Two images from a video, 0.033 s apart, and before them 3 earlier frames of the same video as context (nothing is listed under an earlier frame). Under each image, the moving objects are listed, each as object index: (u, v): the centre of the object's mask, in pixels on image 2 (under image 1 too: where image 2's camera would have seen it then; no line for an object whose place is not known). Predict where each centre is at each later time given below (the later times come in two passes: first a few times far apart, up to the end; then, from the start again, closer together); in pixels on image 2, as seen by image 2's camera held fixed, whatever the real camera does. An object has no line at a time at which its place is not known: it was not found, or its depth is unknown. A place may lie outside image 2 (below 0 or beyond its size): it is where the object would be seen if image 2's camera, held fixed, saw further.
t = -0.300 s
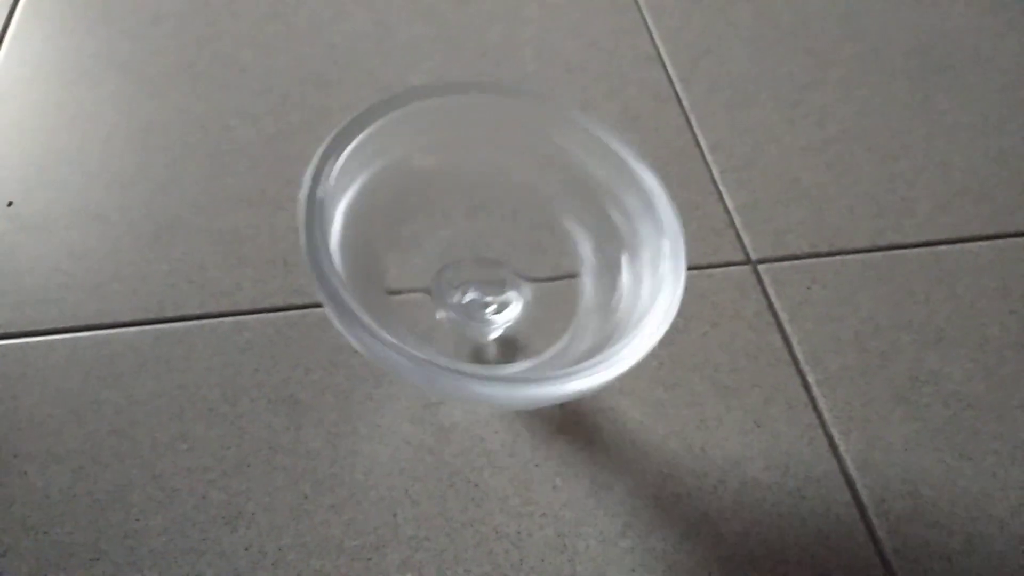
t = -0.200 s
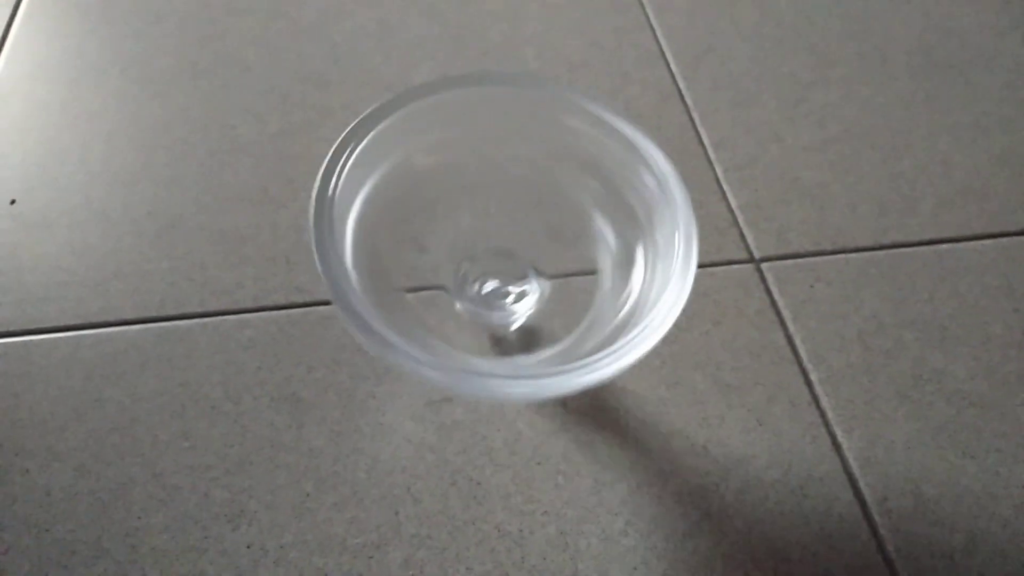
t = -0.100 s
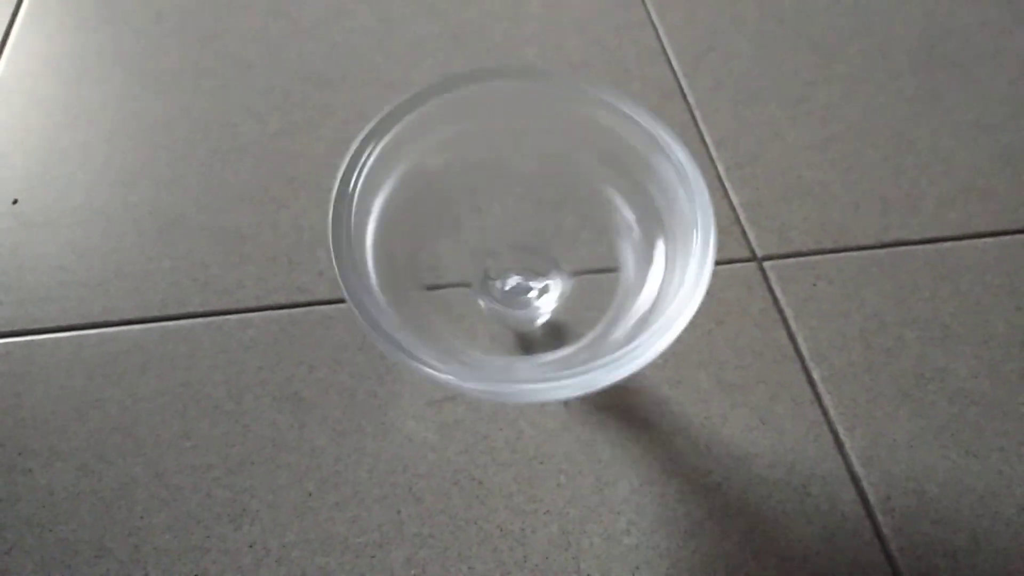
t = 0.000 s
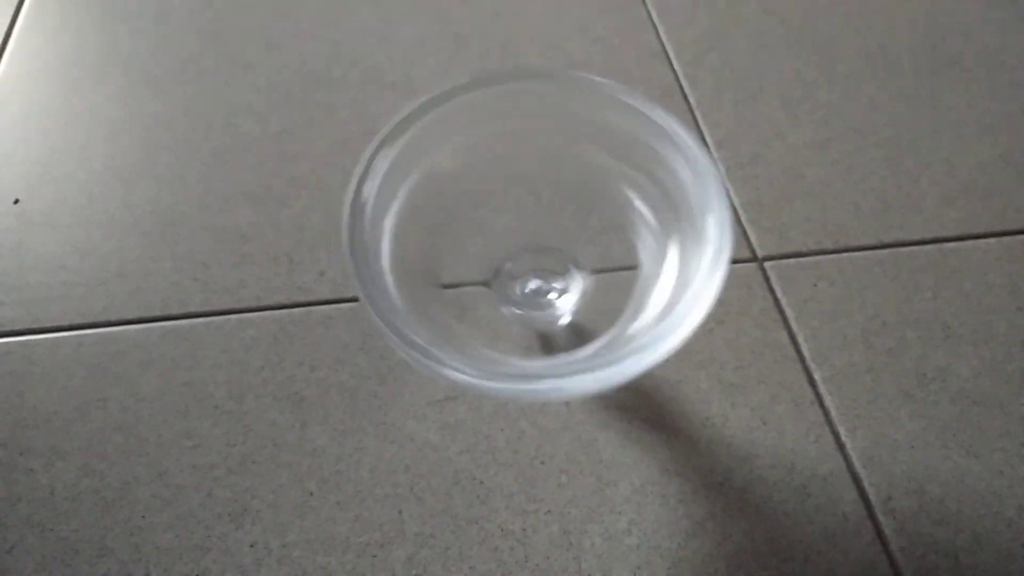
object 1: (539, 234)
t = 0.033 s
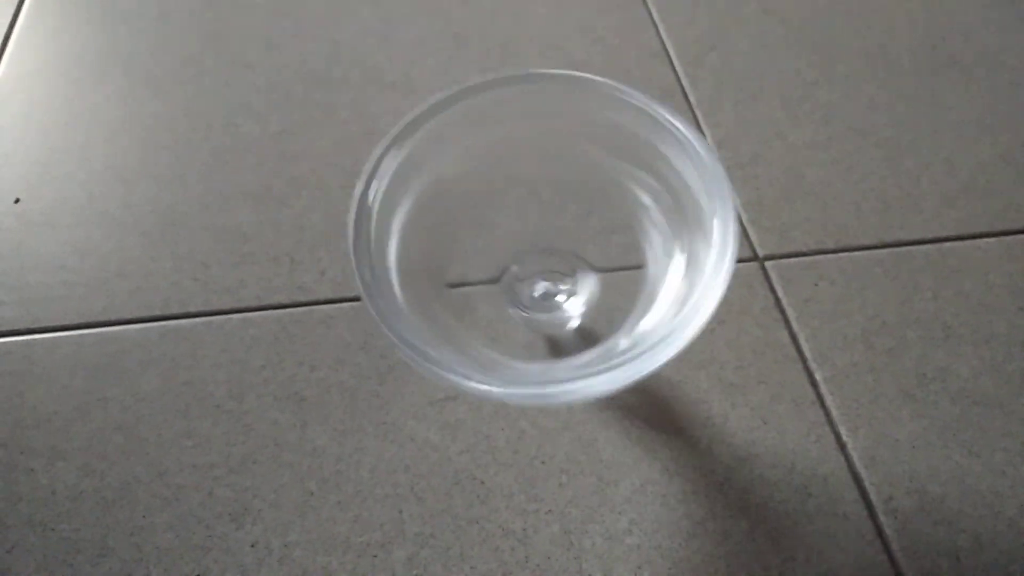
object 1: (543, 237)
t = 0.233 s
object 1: (562, 255)
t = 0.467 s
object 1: (564, 286)
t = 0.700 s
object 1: (533, 300)
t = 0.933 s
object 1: (501, 286)
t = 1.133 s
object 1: (490, 259)
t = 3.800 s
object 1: (514, 296)
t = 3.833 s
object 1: (510, 295)
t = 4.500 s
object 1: (510, 240)
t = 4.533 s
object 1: (512, 241)
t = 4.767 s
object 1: (535, 248)
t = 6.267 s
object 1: (521, 248)
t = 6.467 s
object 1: (524, 268)
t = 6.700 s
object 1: (503, 288)
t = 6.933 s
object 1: (473, 279)
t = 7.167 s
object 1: (464, 254)
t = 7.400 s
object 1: (481, 234)
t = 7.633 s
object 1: (507, 241)
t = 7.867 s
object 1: (516, 260)
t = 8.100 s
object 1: (500, 285)
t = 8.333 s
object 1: (469, 282)
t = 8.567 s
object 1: (440, 258)
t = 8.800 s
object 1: (449, 239)
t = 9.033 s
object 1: (476, 239)
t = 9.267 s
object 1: (484, 254)
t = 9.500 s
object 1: (477, 279)
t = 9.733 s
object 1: (447, 282)
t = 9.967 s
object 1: (430, 261)
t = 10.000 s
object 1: (429, 259)
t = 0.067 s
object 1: (544, 239)
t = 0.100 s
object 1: (548, 240)
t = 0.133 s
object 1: (555, 242)
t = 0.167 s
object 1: (560, 247)
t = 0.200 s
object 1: (561, 252)
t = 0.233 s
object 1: (562, 255)
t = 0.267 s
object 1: (564, 258)
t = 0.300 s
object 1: (567, 263)
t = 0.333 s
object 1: (567, 269)
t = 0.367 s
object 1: (564, 274)
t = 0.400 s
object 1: (564, 278)
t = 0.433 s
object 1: (565, 282)
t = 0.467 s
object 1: (564, 286)
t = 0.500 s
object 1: (559, 290)
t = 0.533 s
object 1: (555, 293)
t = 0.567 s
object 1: (552, 295)
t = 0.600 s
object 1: (549, 298)
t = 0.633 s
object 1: (543, 301)
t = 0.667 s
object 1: (536, 300)
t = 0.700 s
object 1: (533, 300)
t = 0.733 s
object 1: (532, 301)
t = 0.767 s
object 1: (526, 300)
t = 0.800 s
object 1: (518, 298)
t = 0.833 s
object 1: (512, 295)
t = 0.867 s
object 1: (509, 292)
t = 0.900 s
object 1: (507, 289)
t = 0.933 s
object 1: (501, 286)
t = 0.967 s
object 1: (496, 281)
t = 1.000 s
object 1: (496, 275)
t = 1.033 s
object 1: (495, 272)
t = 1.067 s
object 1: (494, 270)
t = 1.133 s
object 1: (490, 259)
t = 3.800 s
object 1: (514, 296)
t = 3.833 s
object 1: (510, 295)
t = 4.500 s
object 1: (510, 240)
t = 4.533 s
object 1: (512, 241)
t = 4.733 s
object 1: (531, 246)
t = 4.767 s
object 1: (535, 248)
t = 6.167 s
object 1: (518, 239)
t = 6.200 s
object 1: (522, 243)
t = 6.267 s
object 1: (521, 248)
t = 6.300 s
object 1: (524, 250)
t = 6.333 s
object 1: (528, 253)
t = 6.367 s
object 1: (528, 259)
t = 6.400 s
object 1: (526, 263)
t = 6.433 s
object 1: (525, 266)
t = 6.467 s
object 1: (524, 268)
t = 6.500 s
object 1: (525, 273)
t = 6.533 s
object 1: (522, 277)
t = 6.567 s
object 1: (517, 280)
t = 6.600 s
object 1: (514, 282)
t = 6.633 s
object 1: (513, 284)
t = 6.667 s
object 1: (510, 286)
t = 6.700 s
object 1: (503, 288)
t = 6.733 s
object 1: (496, 287)
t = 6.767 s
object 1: (494, 288)
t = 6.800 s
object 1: (492, 288)
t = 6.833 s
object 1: (486, 287)
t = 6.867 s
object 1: (479, 285)
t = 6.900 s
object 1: (475, 281)
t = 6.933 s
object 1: (473, 279)
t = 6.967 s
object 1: (473, 276)
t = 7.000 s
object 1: (470, 273)
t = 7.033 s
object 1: (466, 268)
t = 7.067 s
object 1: (463, 263)
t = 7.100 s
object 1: (465, 260)
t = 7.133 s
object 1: (466, 259)
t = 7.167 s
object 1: (464, 254)
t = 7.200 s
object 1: (461, 249)
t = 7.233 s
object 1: (465, 245)
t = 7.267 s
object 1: (471, 243)
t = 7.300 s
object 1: (473, 242)
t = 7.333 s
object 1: (473, 240)
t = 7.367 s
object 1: (476, 237)
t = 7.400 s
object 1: (481, 234)
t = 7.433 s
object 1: (487, 236)
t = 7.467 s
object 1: (490, 236)
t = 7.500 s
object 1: (491, 237)
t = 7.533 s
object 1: (495, 235)
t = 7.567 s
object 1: (500, 235)
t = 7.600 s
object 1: (506, 238)
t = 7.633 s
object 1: (507, 241)
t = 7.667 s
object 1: (506, 242)
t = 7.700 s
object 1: (509, 243)
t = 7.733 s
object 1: (515, 246)
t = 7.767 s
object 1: (516, 251)
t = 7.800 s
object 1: (515, 254)
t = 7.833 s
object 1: (515, 257)
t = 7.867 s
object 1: (516, 260)
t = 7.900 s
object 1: (517, 265)
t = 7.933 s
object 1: (515, 270)
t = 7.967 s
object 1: (511, 273)
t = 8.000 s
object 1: (509, 275)
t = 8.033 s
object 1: (507, 278)
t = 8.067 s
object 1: (505, 282)
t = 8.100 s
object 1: (500, 285)
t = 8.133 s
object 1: (493, 285)
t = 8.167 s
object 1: (489, 286)
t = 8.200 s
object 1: (488, 287)
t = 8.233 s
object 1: (483, 287)
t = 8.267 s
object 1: (476, 286)
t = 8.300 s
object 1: (470, 284)
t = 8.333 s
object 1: (469, 282)
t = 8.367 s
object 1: (466, 280)
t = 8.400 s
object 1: (461, 278)
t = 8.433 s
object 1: (455, 274)
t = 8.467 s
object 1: (449, 270)
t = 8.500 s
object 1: (446, 265)
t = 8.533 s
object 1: (443, 262)
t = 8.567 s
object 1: (440, 258)
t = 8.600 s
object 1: (437, 253)
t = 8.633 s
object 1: (439, 249)
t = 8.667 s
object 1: (445, 247)
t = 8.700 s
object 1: (449, 246)
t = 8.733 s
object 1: (448, 245)
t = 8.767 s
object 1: (448, 244)
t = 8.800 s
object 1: (449, 239)
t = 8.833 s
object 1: (453, 238)
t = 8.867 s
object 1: (457, 238)
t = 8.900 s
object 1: (459, 237)
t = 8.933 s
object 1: (461, 235)
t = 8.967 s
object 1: (467, 234)
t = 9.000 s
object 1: (473, 236)
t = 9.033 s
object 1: (476, 239)
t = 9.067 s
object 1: (475, 241)
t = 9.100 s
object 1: (475, 242)
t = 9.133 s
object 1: (479, 243)
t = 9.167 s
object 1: (487, 249)
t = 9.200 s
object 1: (485, 250)
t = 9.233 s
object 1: (484, 253)
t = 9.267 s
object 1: (484, 254)
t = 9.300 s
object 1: (487, 258)
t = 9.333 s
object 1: (489, 263)
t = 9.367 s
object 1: (486, 267)
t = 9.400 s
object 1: (482, 270)
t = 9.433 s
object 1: (480, 273)
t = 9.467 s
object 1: (480, 276)
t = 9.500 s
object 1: (477, 279)
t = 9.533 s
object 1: (471, 281)
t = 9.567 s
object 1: (466, 282)
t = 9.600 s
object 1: (463, 282)
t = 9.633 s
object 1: (462, 283)
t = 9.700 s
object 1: (451, 284)
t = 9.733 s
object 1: (447, 282)
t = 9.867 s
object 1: (432, 272)
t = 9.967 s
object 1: (430, 261)
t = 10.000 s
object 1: (429, 259)
